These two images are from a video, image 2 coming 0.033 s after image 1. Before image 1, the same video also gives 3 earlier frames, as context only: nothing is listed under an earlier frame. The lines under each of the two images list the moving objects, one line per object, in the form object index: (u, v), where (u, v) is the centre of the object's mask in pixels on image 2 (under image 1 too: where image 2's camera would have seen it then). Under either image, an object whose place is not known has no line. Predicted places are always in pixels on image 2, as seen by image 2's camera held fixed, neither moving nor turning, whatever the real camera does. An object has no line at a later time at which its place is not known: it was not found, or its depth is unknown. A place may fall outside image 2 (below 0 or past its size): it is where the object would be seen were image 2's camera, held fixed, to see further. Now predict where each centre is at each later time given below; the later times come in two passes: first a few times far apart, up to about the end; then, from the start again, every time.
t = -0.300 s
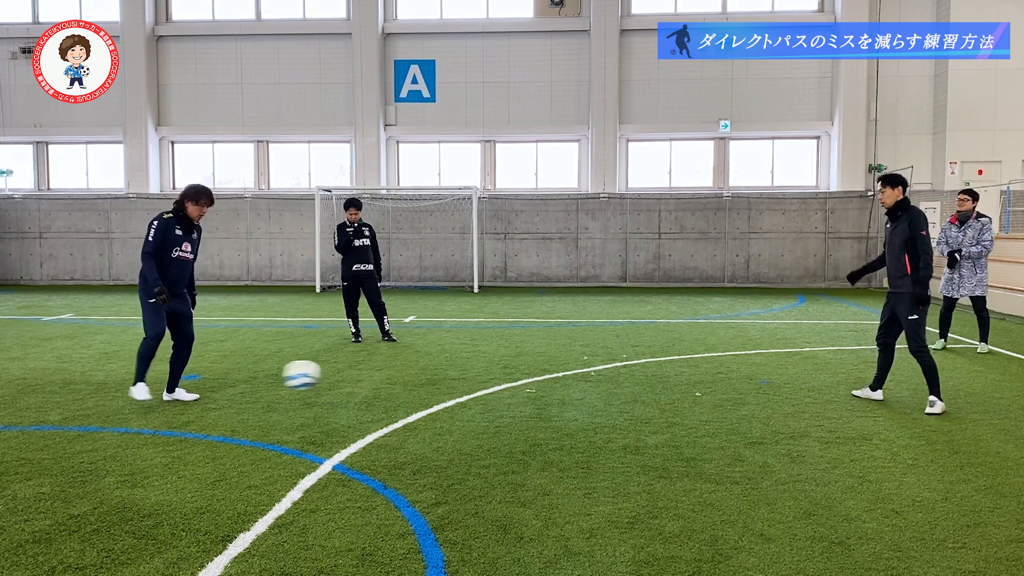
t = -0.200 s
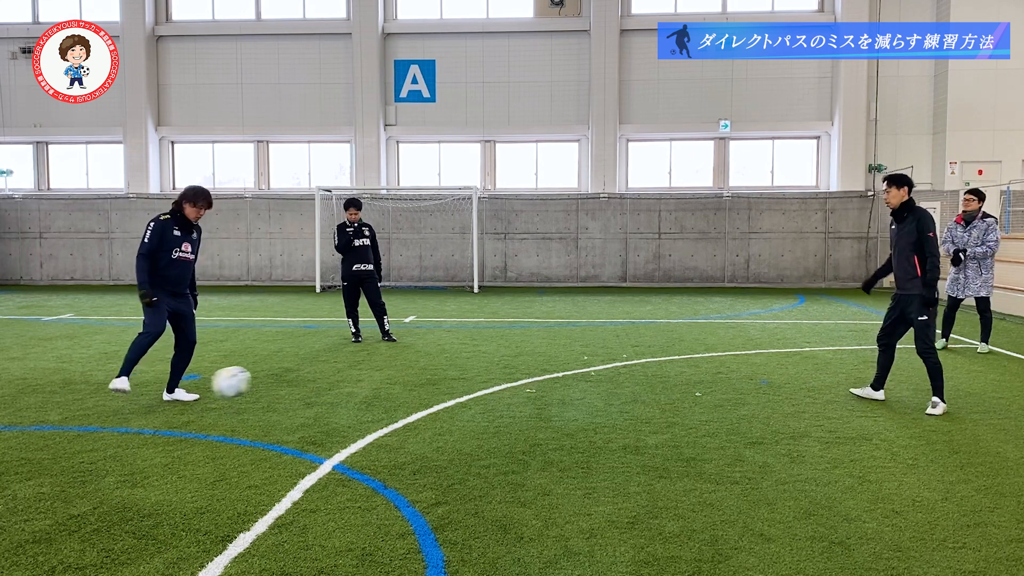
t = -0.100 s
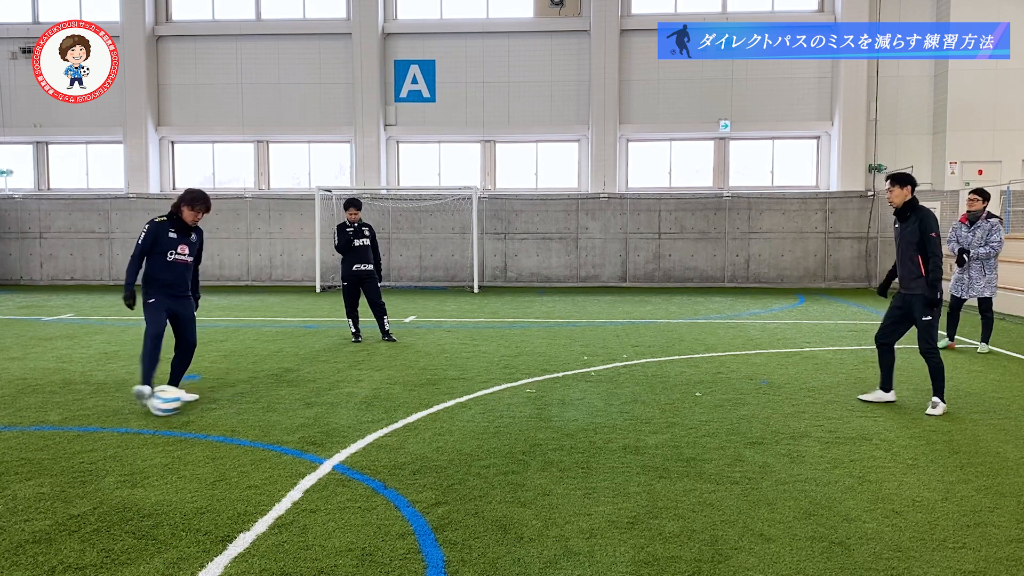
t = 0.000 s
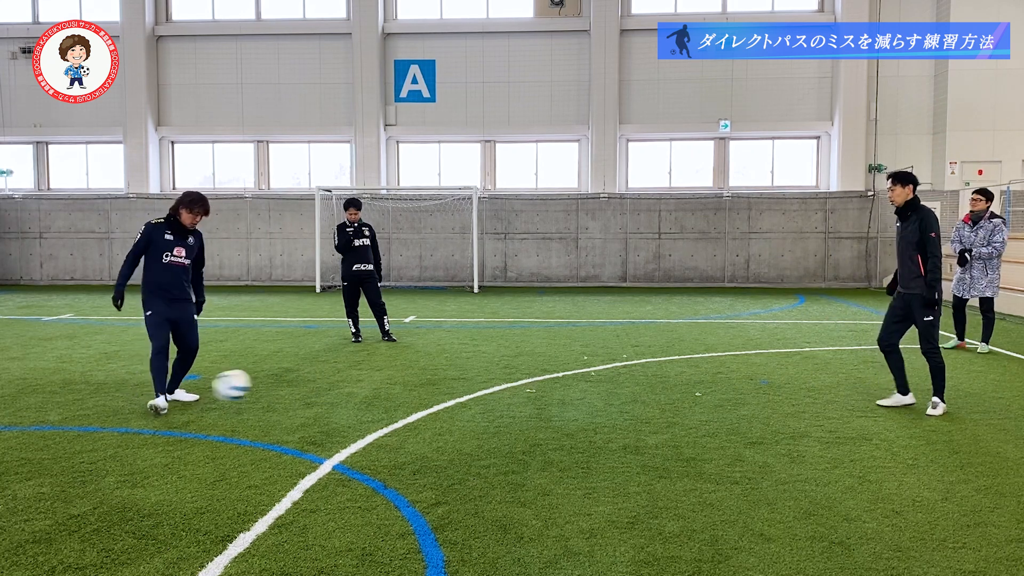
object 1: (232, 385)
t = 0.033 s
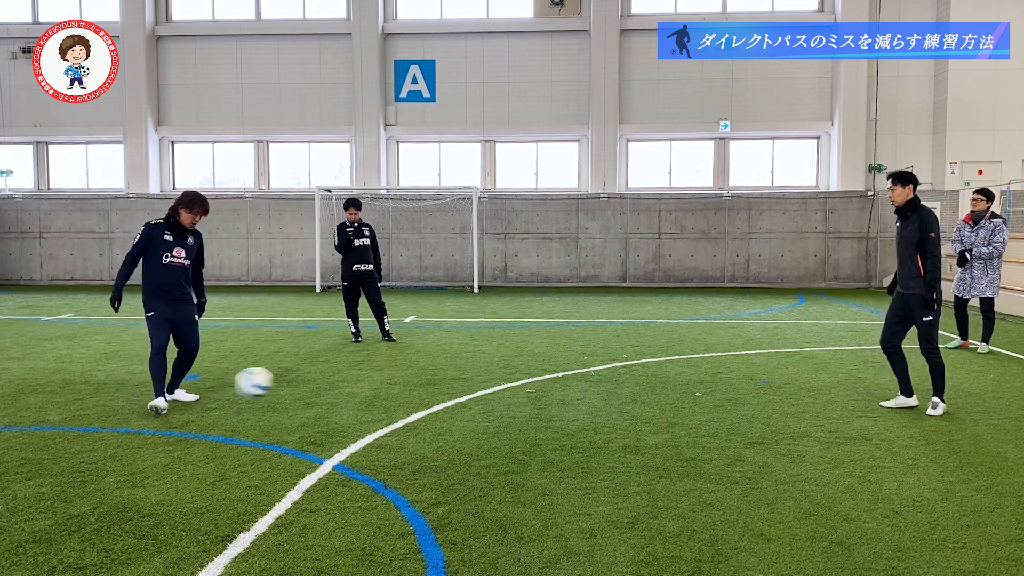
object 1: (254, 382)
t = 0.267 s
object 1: (395, 385)
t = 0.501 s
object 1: (497, 383)
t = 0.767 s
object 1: (593, 384)
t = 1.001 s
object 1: (675, 383)
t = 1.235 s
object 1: (753, 382)
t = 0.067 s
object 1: (276, 380)
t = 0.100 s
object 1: (298, 380)
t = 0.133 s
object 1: (319, 382)
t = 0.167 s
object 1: (340, 385)
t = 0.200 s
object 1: (362, 390)
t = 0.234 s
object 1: (380, 389)
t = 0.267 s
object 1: (395, 385)
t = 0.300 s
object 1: (411, 382)
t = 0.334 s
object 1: (427, 382)
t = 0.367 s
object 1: (443, 384)
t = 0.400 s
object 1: (458, 386)
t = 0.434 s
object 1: (472, 386)
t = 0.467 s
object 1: (485, 384)
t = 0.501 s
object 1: (497, 383)
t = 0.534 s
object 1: (509, 383)
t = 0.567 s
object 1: (522, 385)
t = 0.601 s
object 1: (534, 386)
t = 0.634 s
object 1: (546, 385)
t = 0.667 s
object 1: (558, 384)
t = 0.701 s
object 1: (570, 385)
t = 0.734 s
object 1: (582, 385)
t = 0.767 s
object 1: (593, 384)
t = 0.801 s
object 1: (605, 384)
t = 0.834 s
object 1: (617, 384)
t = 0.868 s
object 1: (629, 383)
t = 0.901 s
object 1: (641, 383)
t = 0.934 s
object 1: (652, 383)
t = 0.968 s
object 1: (663, 383)
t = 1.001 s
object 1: (675, 383)
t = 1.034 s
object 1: (686, 382)
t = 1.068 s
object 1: (697, 383)
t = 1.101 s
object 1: (709, 383)
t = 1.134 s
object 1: (720, 382)
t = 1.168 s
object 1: (731, 382)
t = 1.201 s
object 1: (743, 383)
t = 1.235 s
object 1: (753, 382)
